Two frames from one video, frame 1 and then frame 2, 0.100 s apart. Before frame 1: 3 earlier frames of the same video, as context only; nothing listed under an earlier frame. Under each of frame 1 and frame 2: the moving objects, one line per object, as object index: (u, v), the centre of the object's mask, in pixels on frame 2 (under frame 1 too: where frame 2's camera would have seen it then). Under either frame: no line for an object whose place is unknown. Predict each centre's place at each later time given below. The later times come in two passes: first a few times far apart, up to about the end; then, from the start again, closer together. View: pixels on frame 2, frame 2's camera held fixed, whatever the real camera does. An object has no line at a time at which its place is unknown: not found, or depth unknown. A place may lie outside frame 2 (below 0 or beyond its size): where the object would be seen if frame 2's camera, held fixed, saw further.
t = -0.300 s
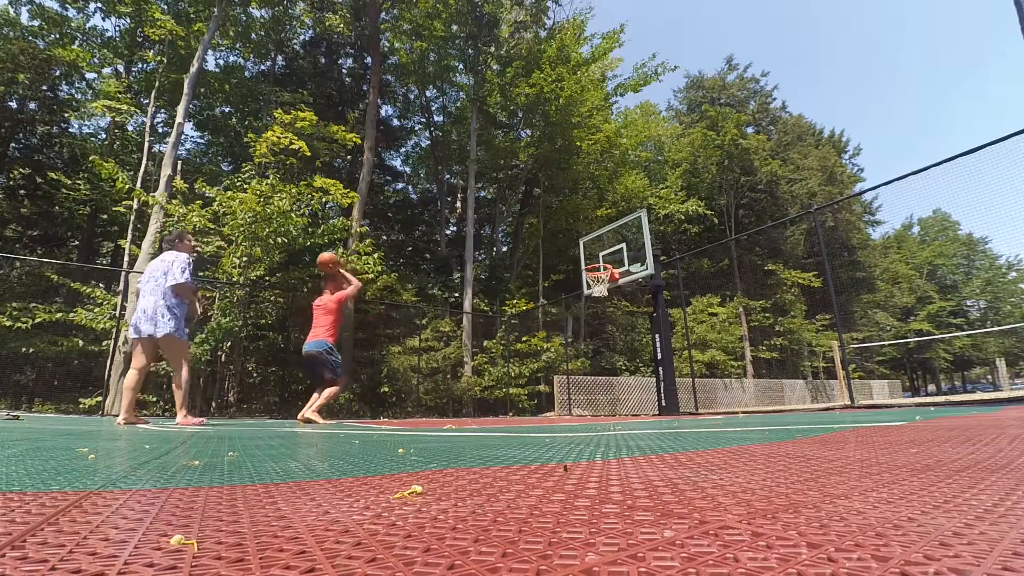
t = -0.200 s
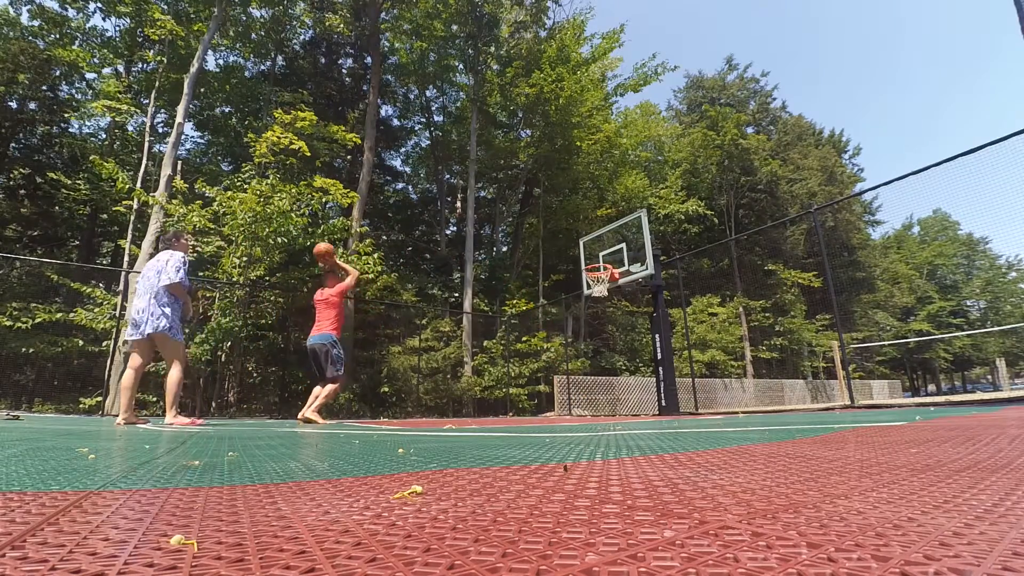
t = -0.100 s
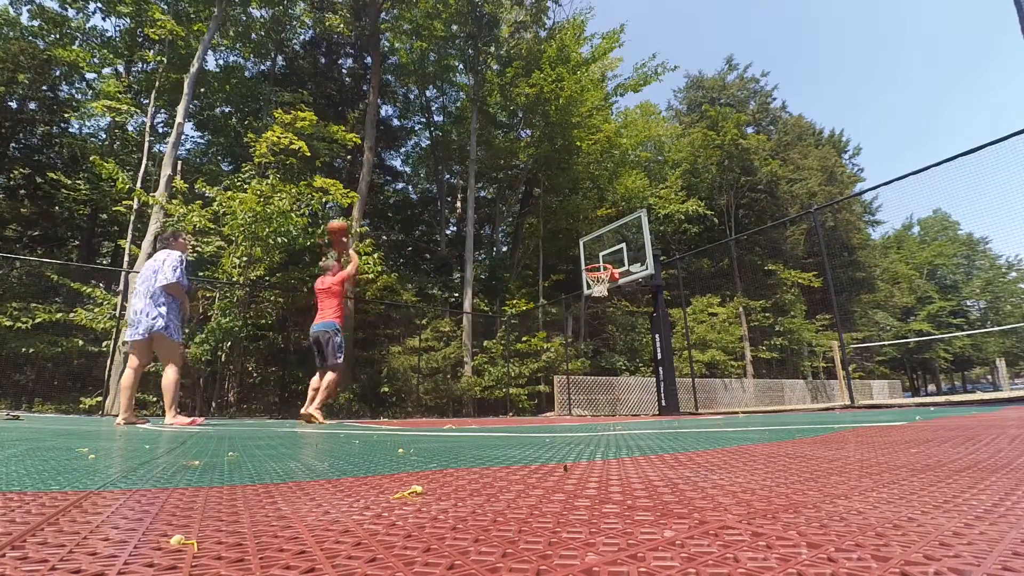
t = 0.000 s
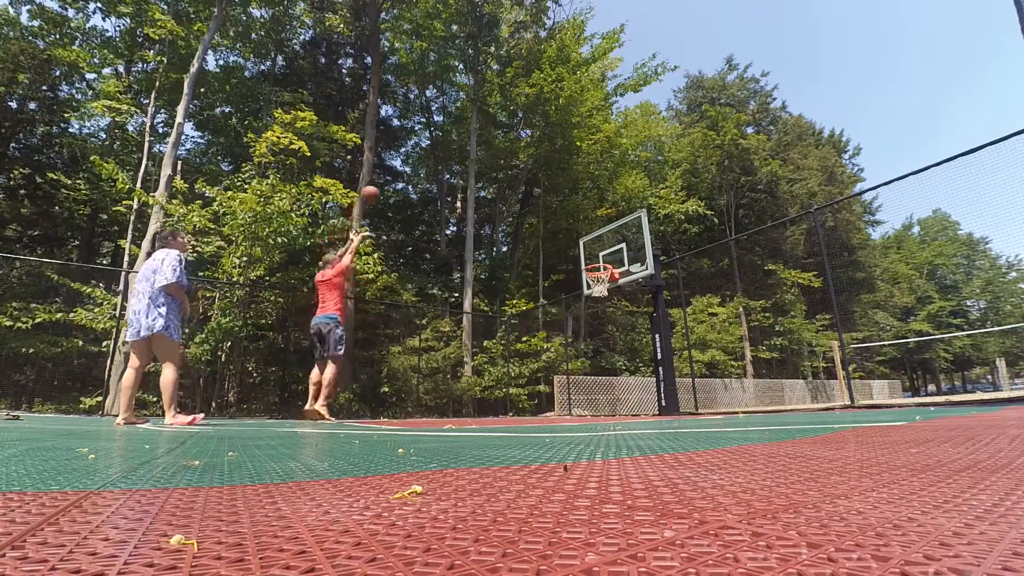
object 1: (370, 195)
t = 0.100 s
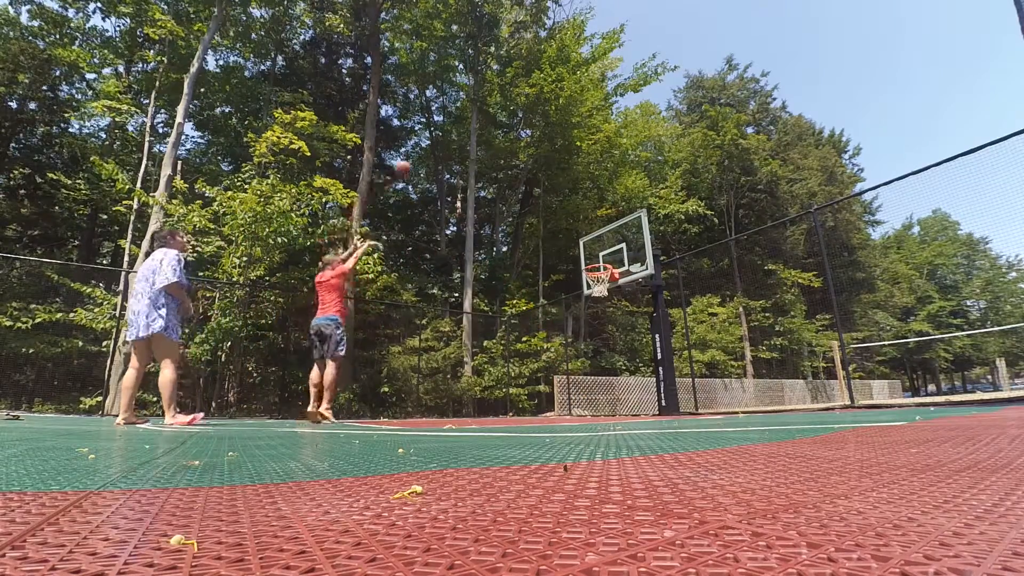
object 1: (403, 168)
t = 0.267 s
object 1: (452, 145)
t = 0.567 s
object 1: (524, 145)
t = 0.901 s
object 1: (597, 198)
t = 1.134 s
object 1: (603, 251)
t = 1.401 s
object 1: (572, 349)
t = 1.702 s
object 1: (521, 330)
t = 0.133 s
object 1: (413, 162)
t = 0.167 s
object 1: (423, 156)
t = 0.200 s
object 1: (433, 153)
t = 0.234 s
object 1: (442, 148)
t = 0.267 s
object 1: (452, 145)
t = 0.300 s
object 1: (461, 144)
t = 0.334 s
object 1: (469, 140)
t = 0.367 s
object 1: (477, 139)
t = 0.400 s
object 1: (486, 138)
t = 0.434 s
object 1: (494, 138)
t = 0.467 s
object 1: (502, 139)
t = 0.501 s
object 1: (510, 140)
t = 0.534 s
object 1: (517, 142)
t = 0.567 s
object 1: (524, 145)
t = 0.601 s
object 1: (532, 147)
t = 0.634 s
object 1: (539, 153)
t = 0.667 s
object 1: (547, 156)
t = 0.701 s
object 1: (554, 160)
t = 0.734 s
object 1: (561, 165)
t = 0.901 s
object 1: (597, 198)
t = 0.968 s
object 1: (611, 216)
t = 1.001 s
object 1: (617, 225)
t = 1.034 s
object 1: (615, 232)
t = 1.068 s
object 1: (612, 237)
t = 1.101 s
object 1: (608, 244)
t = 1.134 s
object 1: (603, 251)
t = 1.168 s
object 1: (599, 260)
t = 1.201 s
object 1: (596, 269)
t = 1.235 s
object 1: (592, 279)
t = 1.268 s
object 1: (588, 292)
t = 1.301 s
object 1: (584, 302)
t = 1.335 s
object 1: (580, 317)
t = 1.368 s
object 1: (577, 333)
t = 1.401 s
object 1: (572, 349)
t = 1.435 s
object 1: (568, 367)
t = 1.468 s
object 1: (563, 385)
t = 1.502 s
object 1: (560, 408)
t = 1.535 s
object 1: (554, 401)
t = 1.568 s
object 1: (547, 385)
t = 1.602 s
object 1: (540, 369)
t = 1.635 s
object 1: (534, 356)
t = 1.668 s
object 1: (528, 342)
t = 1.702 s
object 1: (521, 330)
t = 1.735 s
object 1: (514, 316)
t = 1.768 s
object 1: (507, 307)
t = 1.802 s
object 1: (500, 297)
